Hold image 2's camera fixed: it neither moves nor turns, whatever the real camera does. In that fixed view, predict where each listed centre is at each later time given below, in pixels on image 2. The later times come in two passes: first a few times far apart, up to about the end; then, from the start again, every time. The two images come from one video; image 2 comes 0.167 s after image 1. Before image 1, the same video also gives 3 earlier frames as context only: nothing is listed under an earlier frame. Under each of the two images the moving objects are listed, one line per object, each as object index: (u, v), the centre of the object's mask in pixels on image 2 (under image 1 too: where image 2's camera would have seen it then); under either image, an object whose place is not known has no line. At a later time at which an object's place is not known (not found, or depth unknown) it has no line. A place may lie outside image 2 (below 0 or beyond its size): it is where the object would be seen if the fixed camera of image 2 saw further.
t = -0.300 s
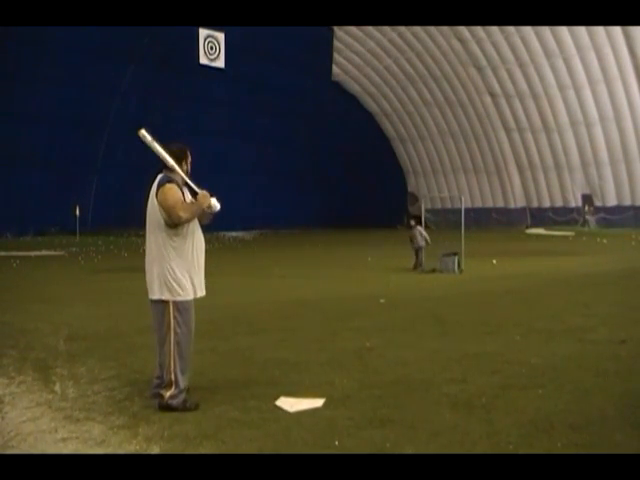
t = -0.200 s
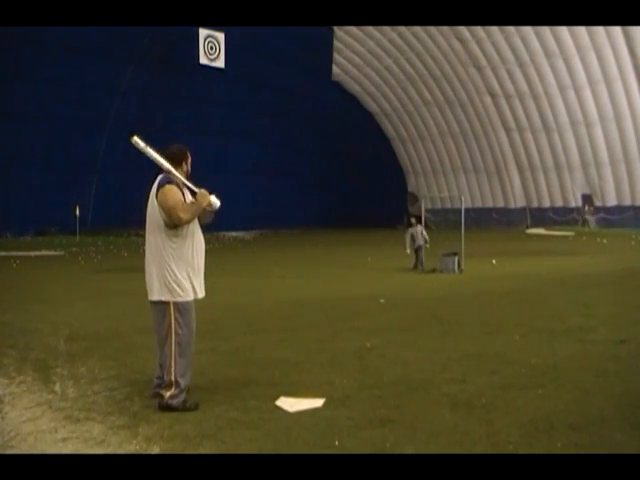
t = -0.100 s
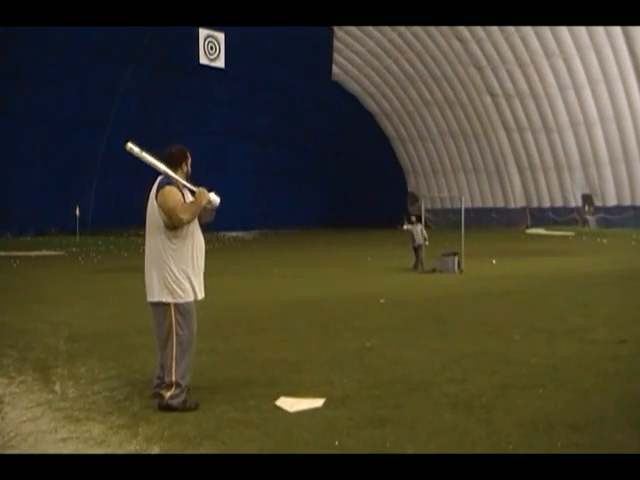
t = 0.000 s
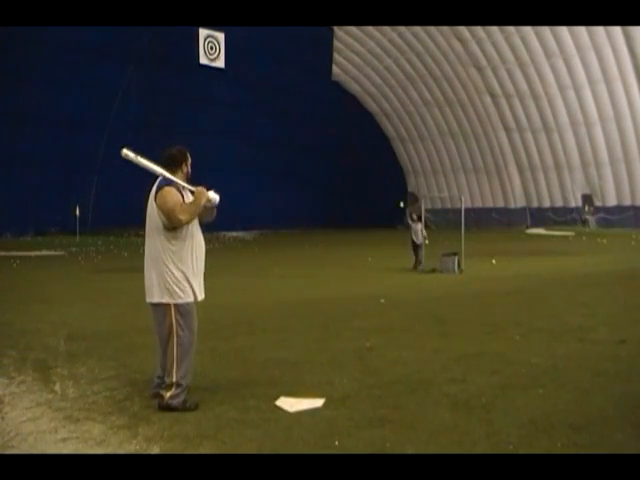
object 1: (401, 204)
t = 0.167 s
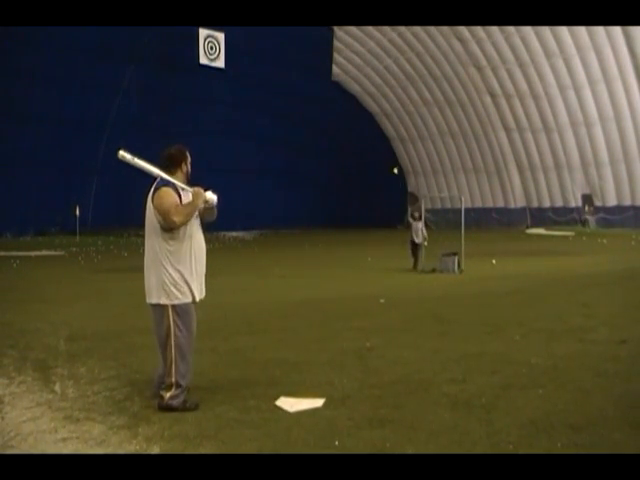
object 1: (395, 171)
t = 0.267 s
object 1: (390, 153)
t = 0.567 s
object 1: (373, 122)
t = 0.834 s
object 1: (350, 137)
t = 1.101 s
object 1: (311, 232)
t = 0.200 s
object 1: (394, 164)
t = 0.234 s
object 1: (392, 159)
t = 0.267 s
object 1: (390, 153)
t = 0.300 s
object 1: (389, 148)
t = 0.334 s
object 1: (387, 143)
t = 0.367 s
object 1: (386, 139)
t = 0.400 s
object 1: (384, 135)
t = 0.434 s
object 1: (382, 132)
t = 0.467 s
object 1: (380, 129)
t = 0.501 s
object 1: (378, 126)
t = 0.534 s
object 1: (375, 124)
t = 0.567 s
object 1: (373, 122)
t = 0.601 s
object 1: (371, 121)
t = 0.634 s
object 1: (368, 121)
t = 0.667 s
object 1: (366, 121)
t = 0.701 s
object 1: (363, 123)
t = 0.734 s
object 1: (360, 125)
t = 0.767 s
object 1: (357, 128)
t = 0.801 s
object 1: (354, 132)
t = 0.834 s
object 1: (350, 137)
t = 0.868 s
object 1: (347, 143)
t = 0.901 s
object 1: (342, 150)
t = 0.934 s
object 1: (338, 159)
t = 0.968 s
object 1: (333, 169)
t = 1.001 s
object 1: (328, 182)
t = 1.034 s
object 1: (323, 196)
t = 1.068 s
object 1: (317, 213)
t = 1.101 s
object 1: (311, 232)
